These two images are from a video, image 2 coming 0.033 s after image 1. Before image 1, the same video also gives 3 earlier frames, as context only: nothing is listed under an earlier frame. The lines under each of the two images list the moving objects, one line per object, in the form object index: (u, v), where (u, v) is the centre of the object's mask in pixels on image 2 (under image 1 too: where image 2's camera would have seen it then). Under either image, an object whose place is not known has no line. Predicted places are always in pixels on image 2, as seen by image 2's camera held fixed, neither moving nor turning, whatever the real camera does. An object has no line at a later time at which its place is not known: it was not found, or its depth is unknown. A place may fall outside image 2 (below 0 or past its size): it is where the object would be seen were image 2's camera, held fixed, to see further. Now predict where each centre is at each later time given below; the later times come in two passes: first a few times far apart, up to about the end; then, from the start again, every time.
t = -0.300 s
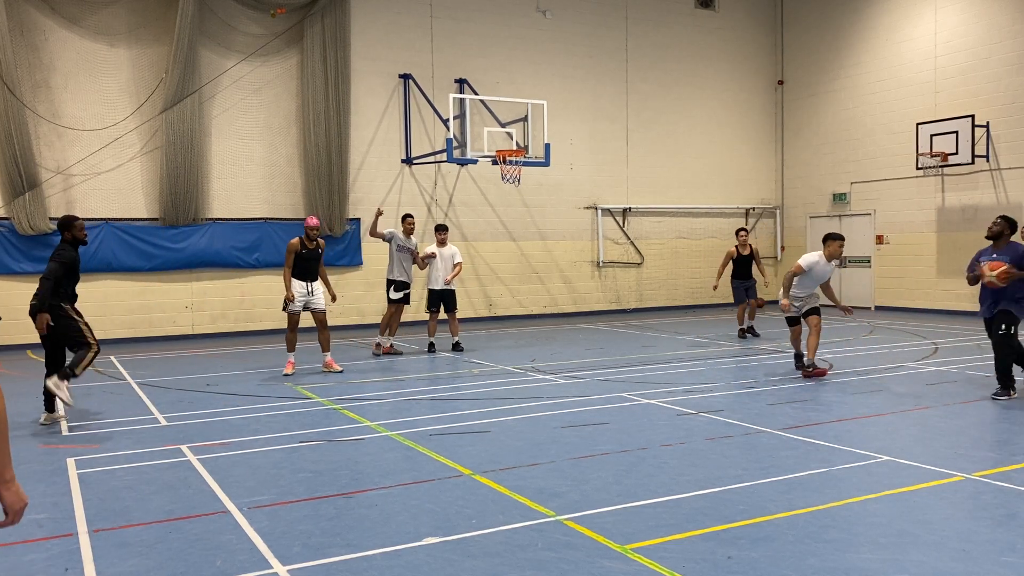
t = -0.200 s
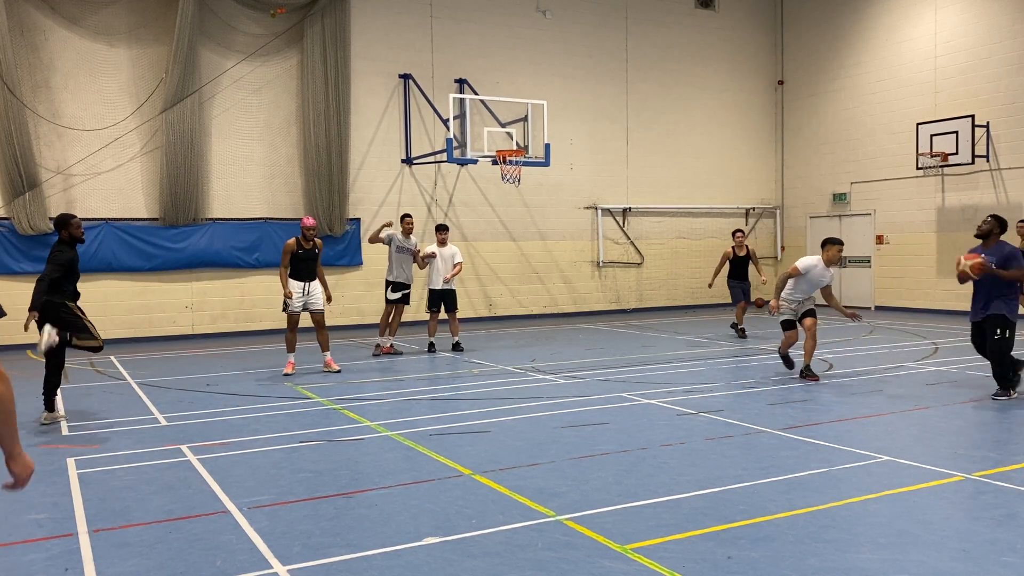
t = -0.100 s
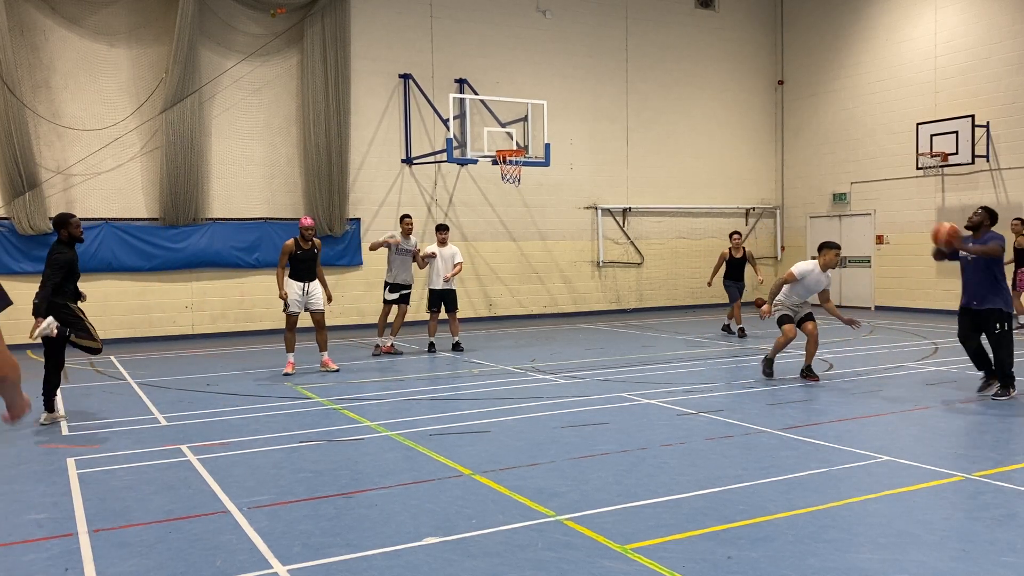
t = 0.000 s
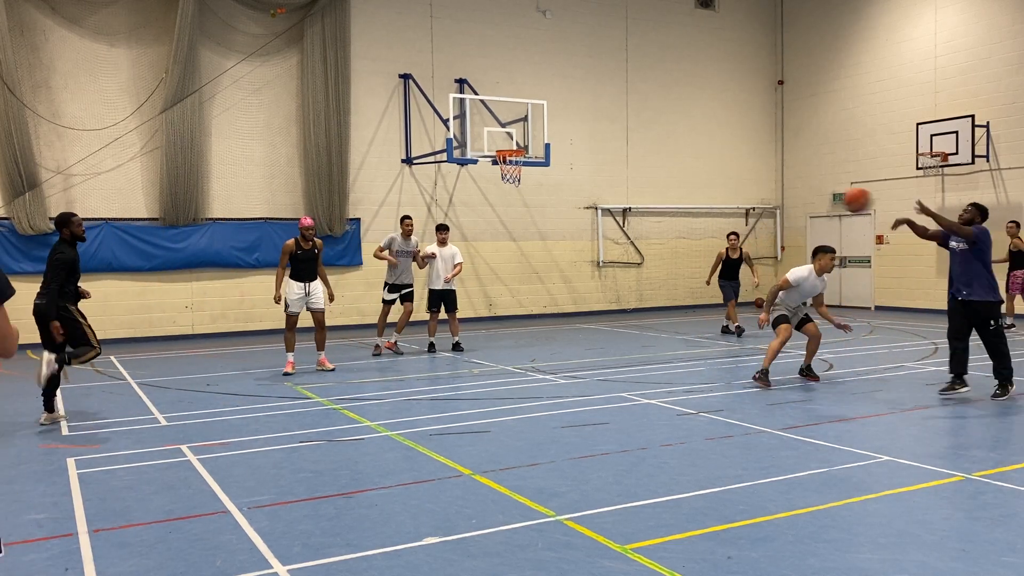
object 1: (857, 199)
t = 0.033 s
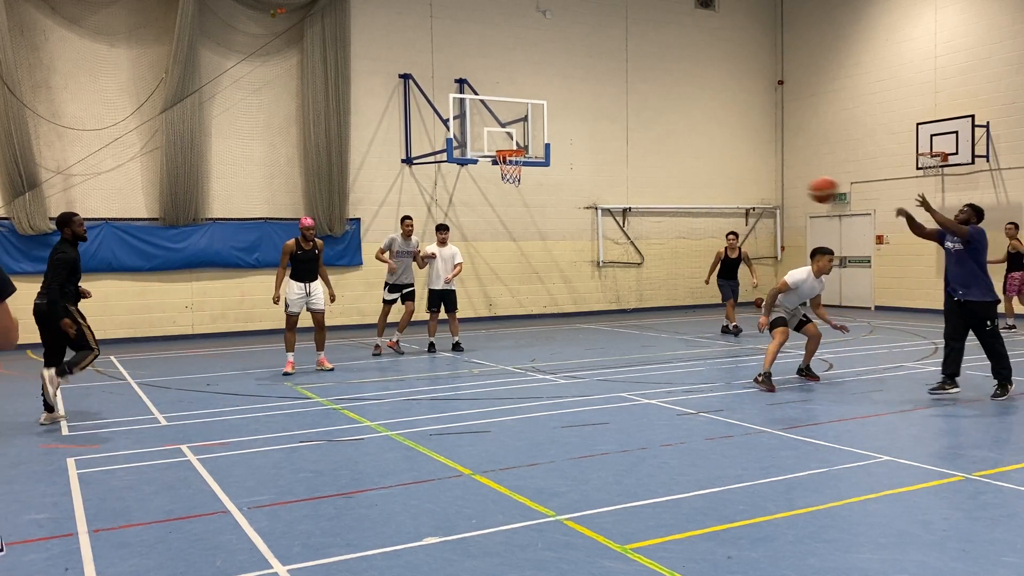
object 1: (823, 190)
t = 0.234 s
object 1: (626, 158)
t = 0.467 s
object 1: (399, 174)
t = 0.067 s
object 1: (790, 181)
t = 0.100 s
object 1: (757, 174)
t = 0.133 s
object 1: (724, 168)
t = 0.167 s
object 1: (691, 163)
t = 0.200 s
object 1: (659, 160)
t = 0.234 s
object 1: (626, 158)
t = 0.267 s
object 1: (593, 156)
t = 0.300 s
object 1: (562, 157)
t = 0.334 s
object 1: (528, 157)
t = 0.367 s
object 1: (497, 160)
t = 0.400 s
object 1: (464, 163)
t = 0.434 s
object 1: (432, 168)
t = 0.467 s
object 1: (399, 174)
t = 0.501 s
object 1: (367, 180)
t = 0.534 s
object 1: (334, 188)
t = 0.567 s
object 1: (301, 197)
